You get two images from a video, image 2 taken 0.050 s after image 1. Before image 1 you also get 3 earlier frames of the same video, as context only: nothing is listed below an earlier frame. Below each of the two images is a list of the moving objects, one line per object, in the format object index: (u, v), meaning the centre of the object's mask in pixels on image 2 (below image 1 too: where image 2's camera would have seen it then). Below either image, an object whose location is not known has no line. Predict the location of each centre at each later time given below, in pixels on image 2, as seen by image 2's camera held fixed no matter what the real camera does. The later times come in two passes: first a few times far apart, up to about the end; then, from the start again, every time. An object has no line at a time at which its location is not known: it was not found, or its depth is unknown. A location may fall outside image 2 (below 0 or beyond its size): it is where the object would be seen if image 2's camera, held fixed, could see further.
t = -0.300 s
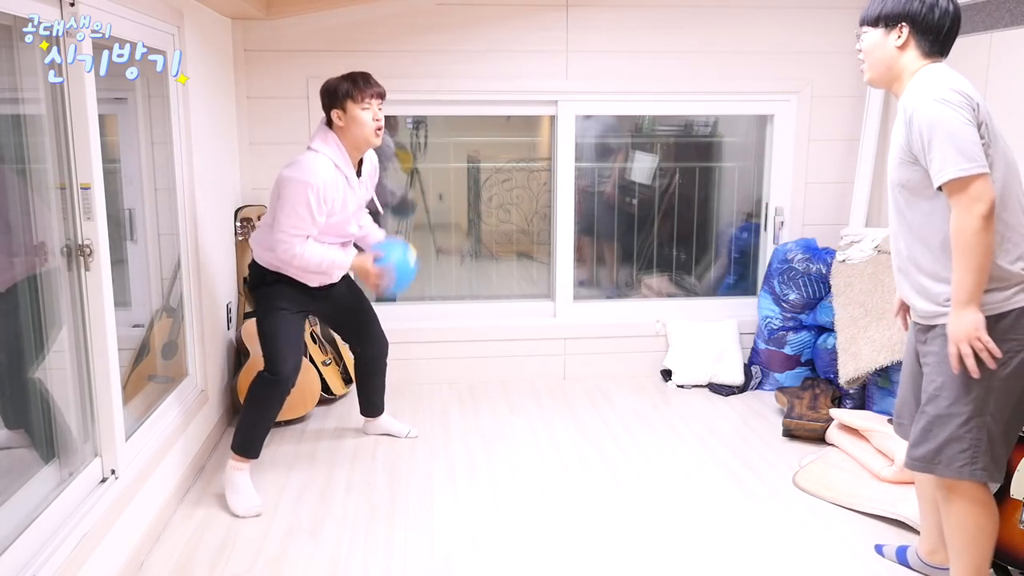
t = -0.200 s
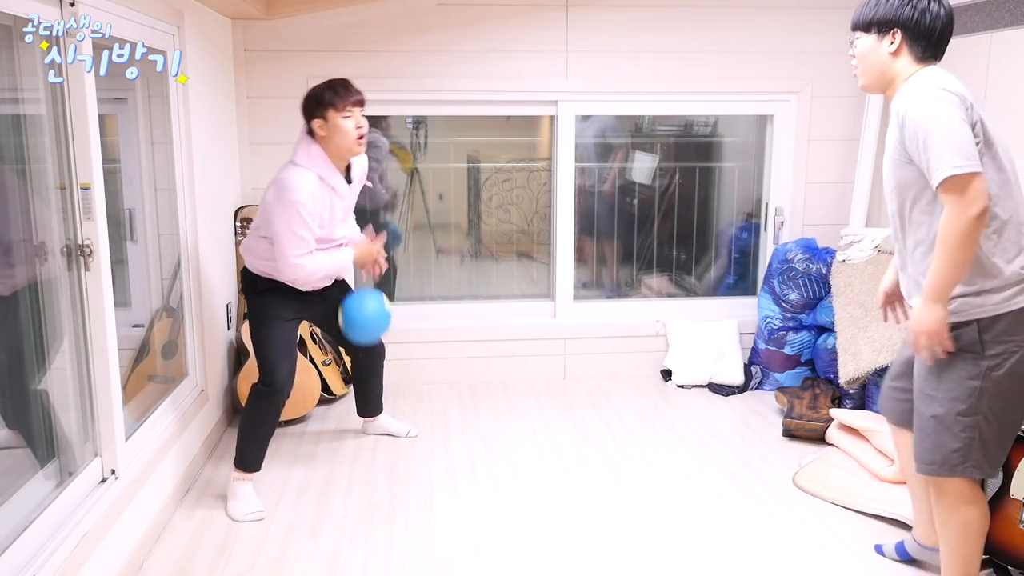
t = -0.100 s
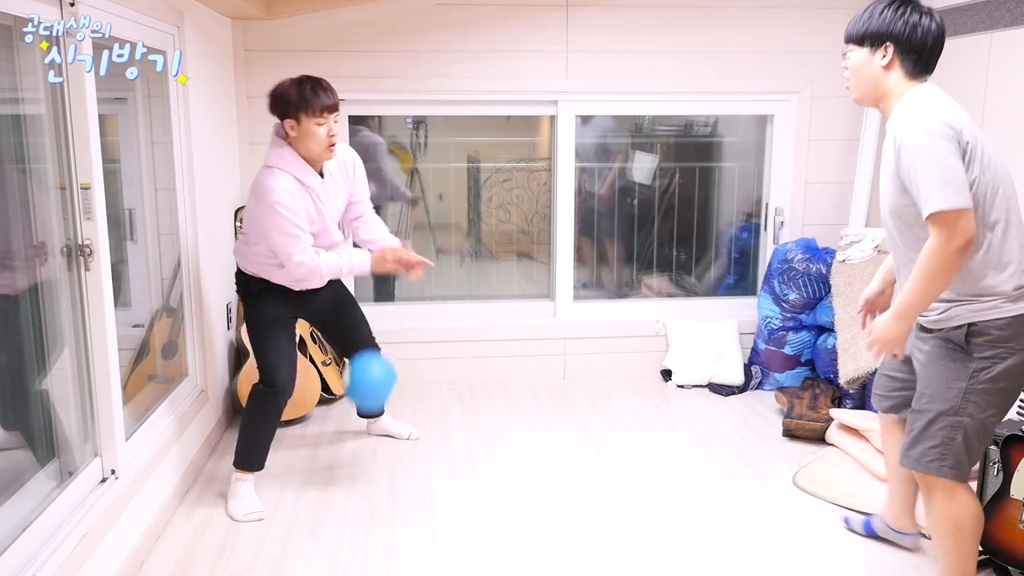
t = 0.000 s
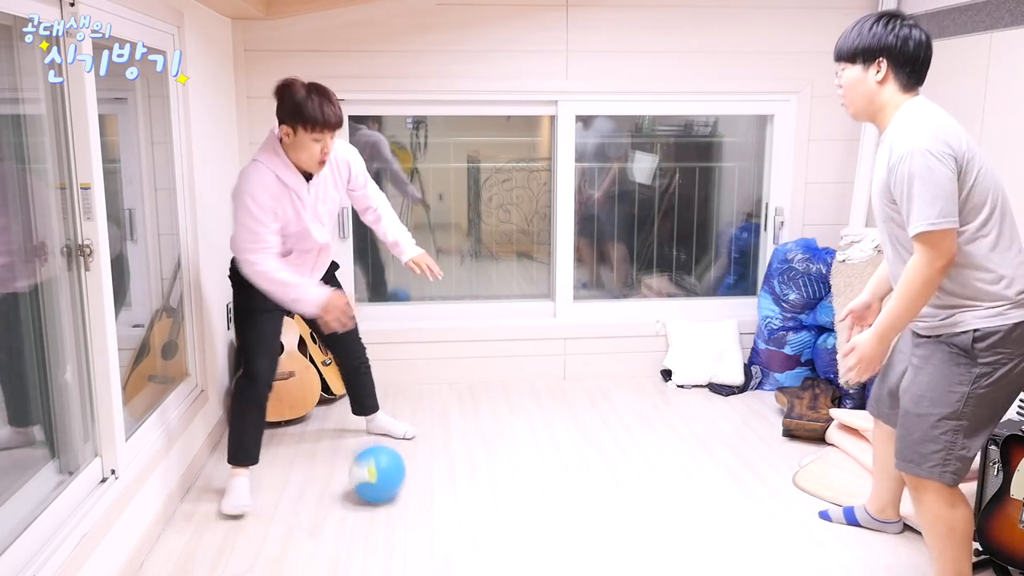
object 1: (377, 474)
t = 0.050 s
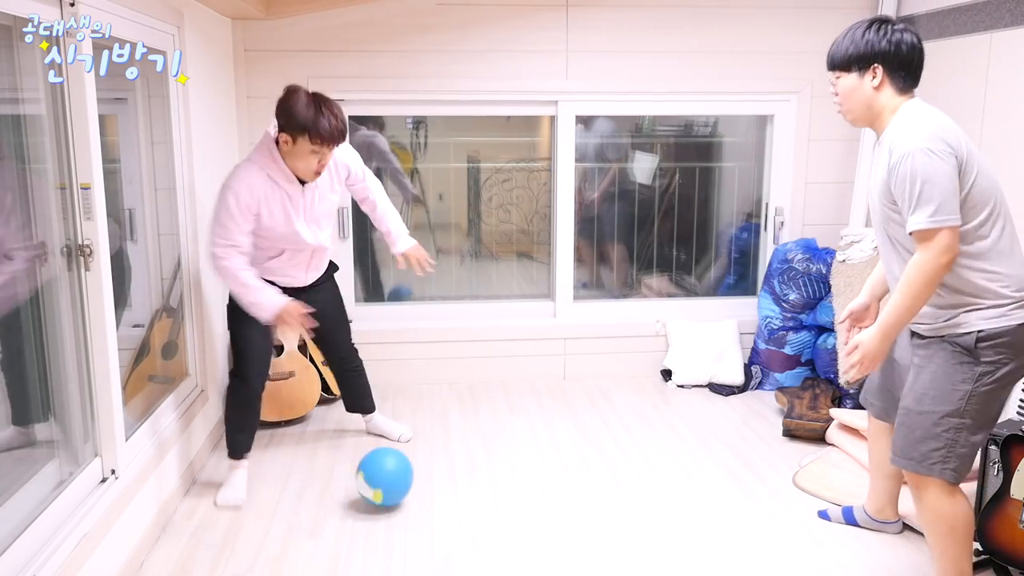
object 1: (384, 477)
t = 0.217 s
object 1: (409, 509)
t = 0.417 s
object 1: (447, 546)
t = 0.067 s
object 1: (387, 479)
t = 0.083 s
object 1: (389, 482)
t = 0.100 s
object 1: (391, 485)
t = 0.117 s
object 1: (393, 489)
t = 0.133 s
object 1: (396, 494)
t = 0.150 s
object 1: (399, 498)
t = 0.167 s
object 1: (401, 500)
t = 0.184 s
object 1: (404, 503)
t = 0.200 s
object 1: (407, 506)
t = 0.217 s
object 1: (409, 509)
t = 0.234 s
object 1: (412, 512)
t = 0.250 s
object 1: (415, 516)
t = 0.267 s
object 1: (418, 519)
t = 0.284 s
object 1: (422, 522)
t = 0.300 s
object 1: (424, 525)
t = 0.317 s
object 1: (426, 528)
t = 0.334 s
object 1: (430, 531)
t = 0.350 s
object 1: (433, 535)
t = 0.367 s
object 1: (436, 539)
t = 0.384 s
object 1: (440, 541)
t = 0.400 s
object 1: (443, 544)
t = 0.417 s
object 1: (447, 546)
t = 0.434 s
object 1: (451, 548)
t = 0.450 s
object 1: (455, 550)
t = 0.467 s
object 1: (459, 551)
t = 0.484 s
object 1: (462, 553)
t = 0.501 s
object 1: (467, 555)
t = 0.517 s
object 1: (471, 557)
